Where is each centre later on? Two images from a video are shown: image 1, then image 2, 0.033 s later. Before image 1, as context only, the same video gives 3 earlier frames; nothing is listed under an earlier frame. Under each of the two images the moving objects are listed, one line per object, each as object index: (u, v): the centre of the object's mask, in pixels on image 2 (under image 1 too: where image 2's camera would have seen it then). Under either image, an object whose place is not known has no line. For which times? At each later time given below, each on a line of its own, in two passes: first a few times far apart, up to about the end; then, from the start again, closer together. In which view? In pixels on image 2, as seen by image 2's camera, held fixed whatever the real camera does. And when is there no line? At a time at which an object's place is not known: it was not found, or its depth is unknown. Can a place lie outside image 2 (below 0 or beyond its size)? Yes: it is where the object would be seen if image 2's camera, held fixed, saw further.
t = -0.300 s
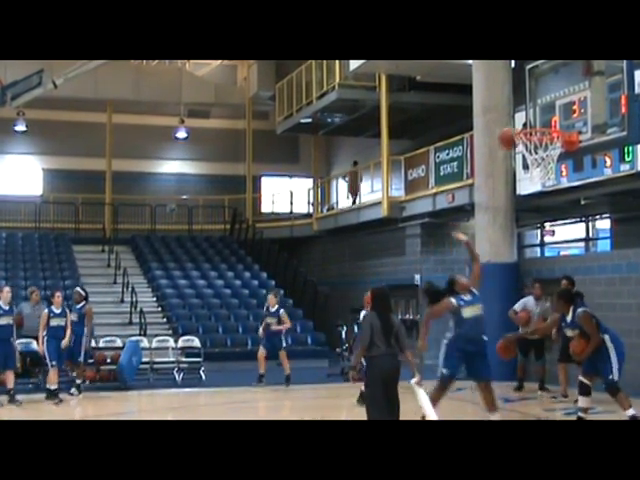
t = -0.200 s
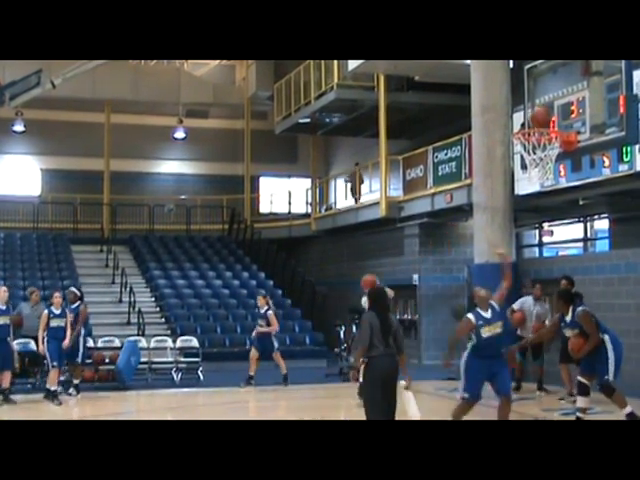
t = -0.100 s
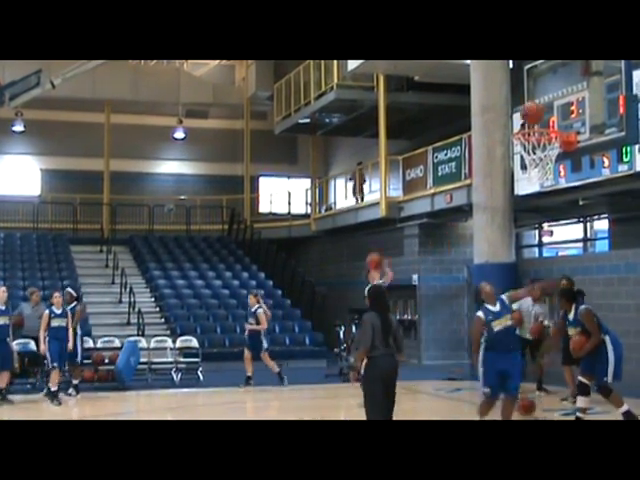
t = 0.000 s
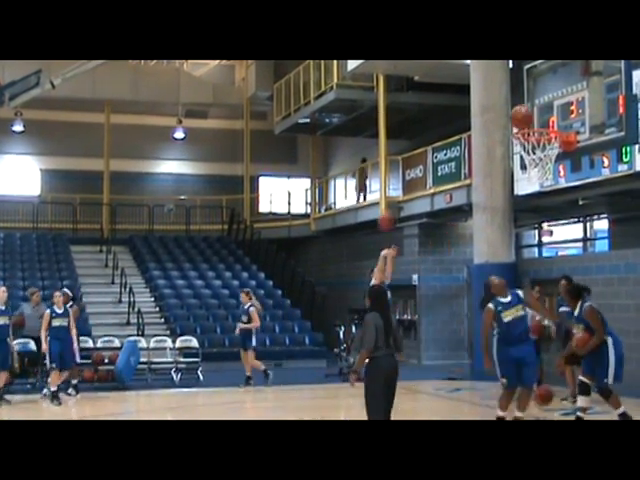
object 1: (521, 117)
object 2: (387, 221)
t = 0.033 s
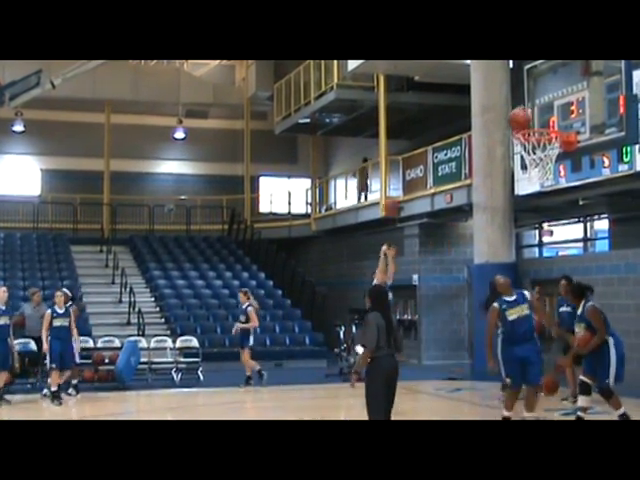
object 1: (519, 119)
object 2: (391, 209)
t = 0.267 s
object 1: (522, 119)
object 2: (425, 130)
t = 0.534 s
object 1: (530, 188)
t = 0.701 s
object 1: (536, 271)
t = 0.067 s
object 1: (519, 118)
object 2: (395, 196)
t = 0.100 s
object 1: (520, 116)
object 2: (401, 183)
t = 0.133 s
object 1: (520, 114)
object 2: (405, 168)
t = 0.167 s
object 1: (521, 114)
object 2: (409, 157)
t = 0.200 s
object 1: (520, 115)
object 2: (415, 148)
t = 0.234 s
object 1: (522, 116)
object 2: (421, 137)
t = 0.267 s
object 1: (522, 119)
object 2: (425, 130)
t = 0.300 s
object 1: (522, 123)
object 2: (431, 121)
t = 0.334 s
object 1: (523, 130)
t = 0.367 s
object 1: (524, 135)
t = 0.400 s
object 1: (525, 142)
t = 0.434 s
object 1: (527, 153)
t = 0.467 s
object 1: (527, 163)
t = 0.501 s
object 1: (529, 174)
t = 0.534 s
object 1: (530, 188)
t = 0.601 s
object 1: (532, 214)
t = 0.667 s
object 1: (534, 252)
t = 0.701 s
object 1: (536, 271)
